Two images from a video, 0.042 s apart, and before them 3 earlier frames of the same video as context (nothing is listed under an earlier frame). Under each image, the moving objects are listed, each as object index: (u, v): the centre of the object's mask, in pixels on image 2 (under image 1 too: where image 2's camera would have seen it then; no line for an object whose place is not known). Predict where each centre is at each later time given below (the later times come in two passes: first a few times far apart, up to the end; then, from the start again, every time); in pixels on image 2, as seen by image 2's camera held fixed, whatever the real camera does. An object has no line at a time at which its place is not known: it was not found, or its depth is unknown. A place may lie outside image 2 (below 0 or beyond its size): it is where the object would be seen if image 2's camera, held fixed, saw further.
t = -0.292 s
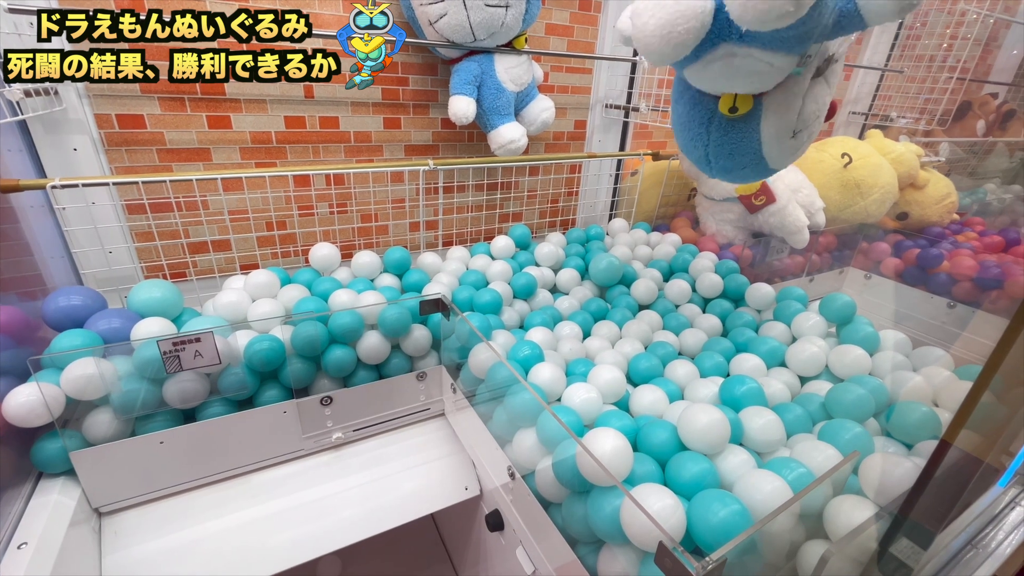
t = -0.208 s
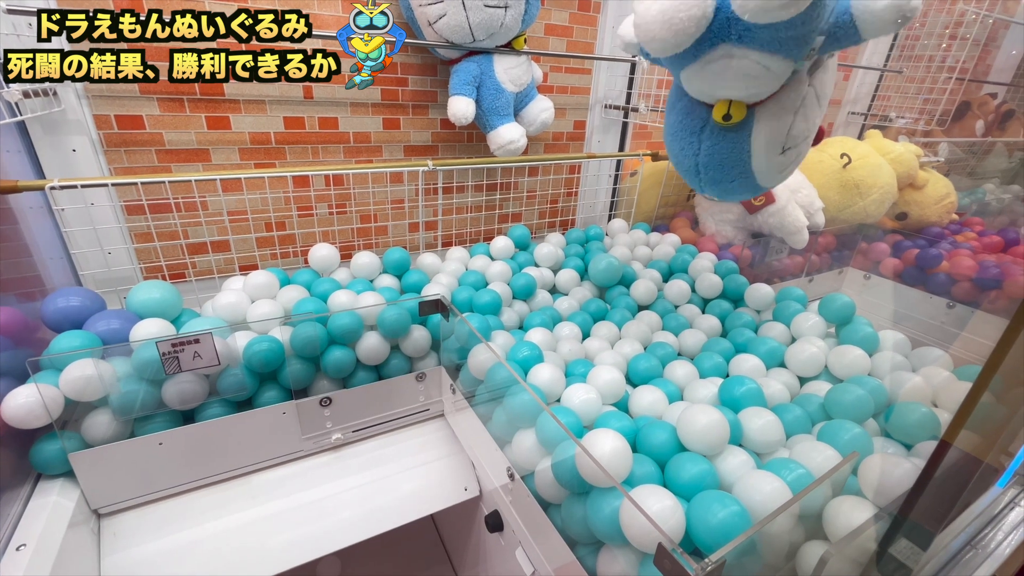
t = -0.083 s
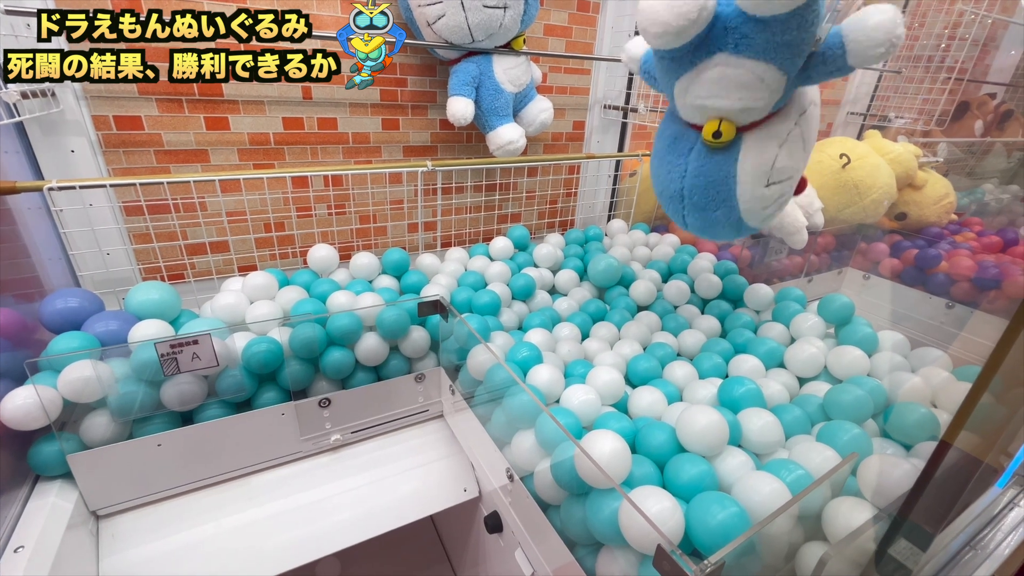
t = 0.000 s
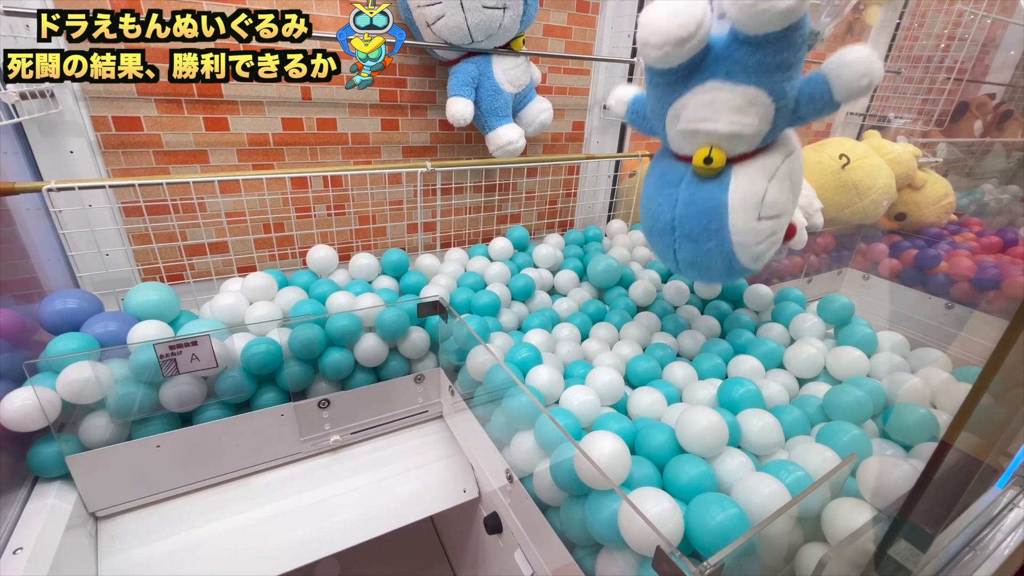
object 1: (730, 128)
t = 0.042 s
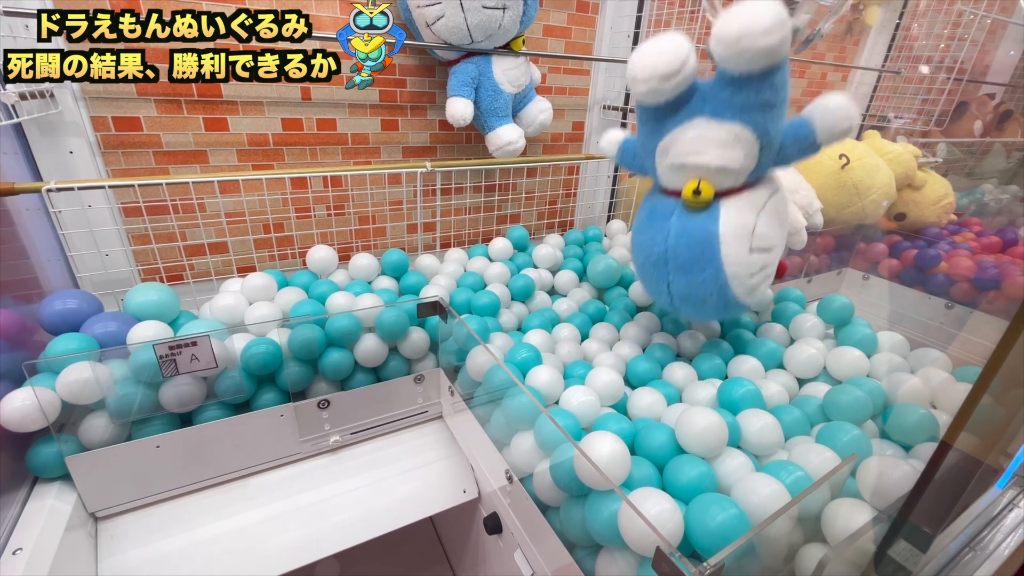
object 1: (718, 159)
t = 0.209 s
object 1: (689, 217)
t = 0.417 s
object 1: (650, 228)
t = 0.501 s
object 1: (635, 228)
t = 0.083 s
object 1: (709, 196)
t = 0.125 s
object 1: (698, 245)
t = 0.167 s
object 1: (694, 245)
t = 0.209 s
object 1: (689, 217)
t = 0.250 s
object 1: (682, 206)
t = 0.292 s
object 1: (675, 202)
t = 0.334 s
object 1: (667, 208)
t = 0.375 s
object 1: (655, 223)
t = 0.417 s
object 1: (650, 228)
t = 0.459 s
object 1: (641, 228)
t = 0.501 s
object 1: (635, 228)
